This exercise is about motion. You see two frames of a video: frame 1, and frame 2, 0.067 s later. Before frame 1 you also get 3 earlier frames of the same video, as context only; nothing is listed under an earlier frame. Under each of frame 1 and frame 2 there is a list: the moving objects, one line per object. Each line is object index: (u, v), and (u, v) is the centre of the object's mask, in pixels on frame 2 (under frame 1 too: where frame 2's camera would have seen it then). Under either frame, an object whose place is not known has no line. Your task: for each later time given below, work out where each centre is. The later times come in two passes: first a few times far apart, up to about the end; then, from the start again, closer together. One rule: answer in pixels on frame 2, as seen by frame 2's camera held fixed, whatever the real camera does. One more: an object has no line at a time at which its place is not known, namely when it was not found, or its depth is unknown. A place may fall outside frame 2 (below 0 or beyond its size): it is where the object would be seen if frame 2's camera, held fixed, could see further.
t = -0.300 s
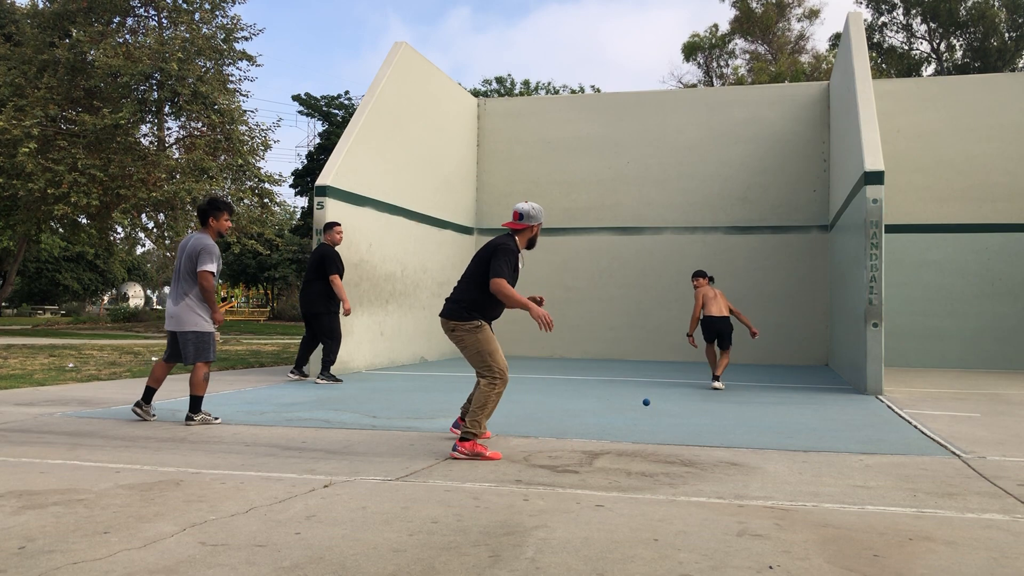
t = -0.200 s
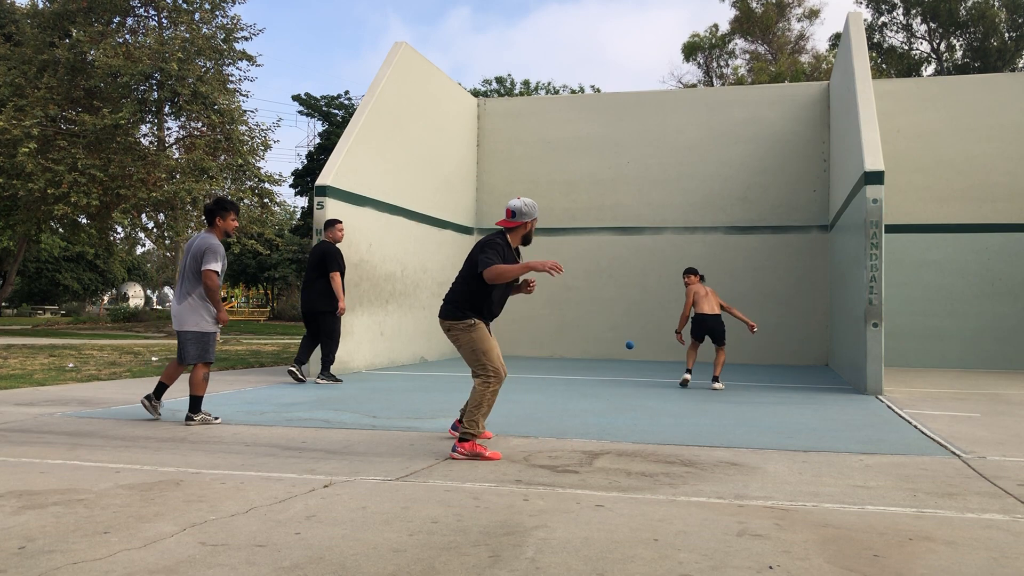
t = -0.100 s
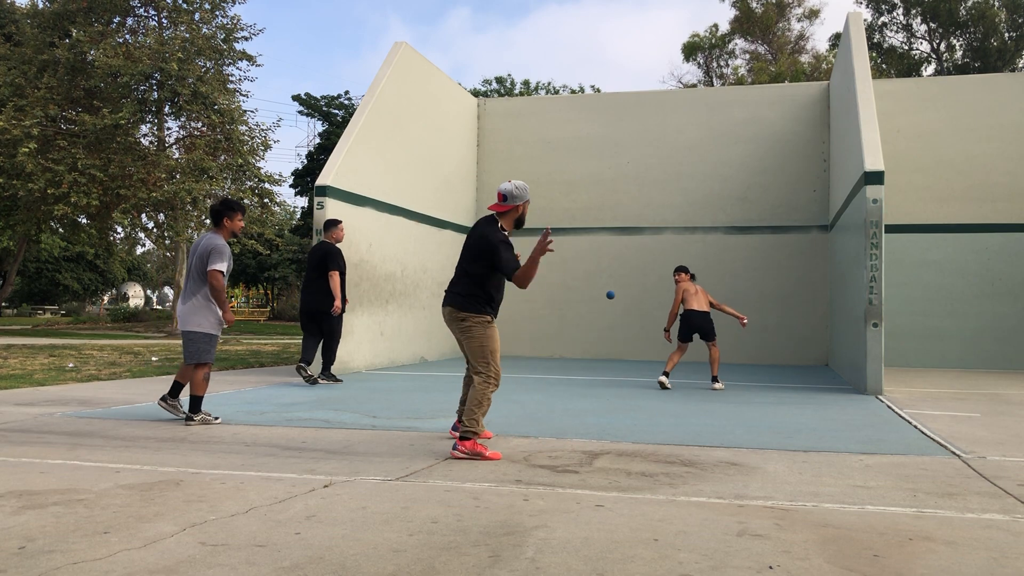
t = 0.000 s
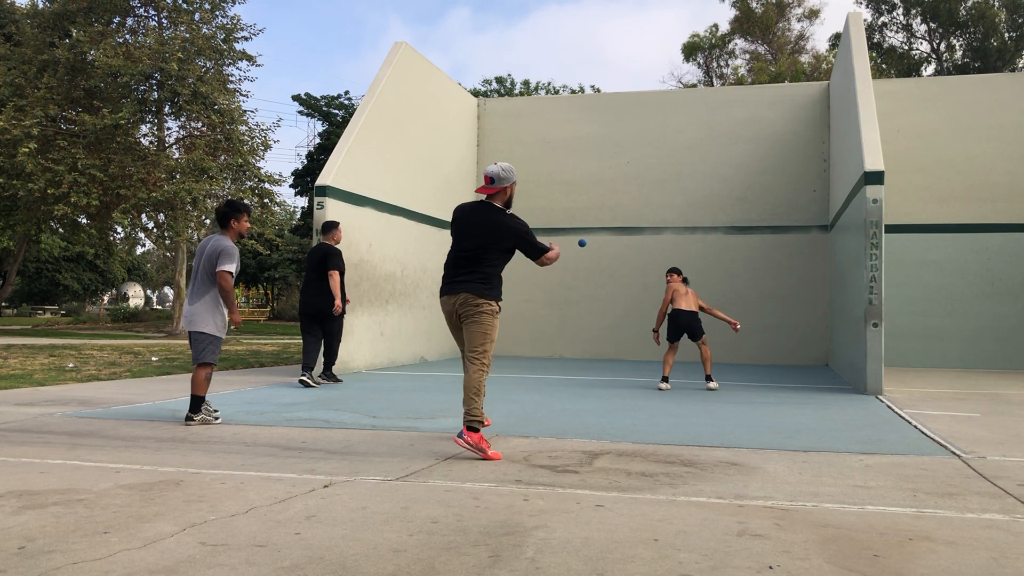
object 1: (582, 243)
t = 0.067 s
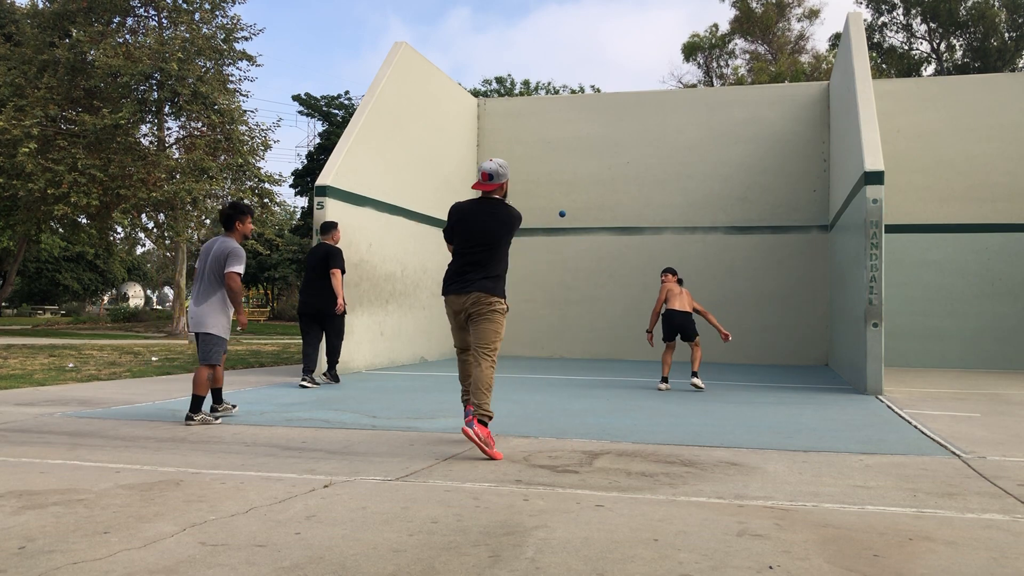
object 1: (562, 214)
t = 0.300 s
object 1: (525, 183)
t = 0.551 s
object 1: (507, 197)
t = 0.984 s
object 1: (440, 229)
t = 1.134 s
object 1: (440, 258)
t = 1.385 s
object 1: (437, 357)
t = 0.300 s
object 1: (525, 183)
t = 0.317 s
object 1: (523, 183)
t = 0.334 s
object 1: (522, 183)
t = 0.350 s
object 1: (520, 183)
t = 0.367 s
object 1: (519, 184)
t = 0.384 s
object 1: (517, 185)
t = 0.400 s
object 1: (516, 185)
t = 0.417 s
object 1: (515, 186)
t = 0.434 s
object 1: (514, 187)
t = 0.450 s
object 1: (513, 189)
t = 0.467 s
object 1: (512, 190)
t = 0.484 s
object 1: (511, 191)
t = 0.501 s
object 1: (510, 193)
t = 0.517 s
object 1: (509, 194)
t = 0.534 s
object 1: (508, 196)
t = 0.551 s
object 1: (507, 197)
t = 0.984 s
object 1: (440, 229)
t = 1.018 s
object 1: (440, 233)
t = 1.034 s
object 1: (440, 236)
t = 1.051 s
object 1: (440, 239)
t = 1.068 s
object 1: (440, 242)
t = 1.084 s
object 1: (440, 246)
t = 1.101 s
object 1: (440, 250)
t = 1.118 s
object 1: (440, 253)
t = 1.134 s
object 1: (440, 258)
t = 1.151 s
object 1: (440, 262)
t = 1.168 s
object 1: (440, 267)
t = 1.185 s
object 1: (440, 272)
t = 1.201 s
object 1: (440, 277)
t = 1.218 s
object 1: (440, 283)
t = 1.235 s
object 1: (440, 289)
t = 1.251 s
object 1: (439, 295)
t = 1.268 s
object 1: (439, 301)
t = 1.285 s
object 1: (439, 308)
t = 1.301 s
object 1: (439, 315)
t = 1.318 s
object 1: (439, 323)
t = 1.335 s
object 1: (438, 331)
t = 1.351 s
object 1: (438, 339)
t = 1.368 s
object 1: (438, 348)
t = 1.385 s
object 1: (437, 357)
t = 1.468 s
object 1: (438, 357)
